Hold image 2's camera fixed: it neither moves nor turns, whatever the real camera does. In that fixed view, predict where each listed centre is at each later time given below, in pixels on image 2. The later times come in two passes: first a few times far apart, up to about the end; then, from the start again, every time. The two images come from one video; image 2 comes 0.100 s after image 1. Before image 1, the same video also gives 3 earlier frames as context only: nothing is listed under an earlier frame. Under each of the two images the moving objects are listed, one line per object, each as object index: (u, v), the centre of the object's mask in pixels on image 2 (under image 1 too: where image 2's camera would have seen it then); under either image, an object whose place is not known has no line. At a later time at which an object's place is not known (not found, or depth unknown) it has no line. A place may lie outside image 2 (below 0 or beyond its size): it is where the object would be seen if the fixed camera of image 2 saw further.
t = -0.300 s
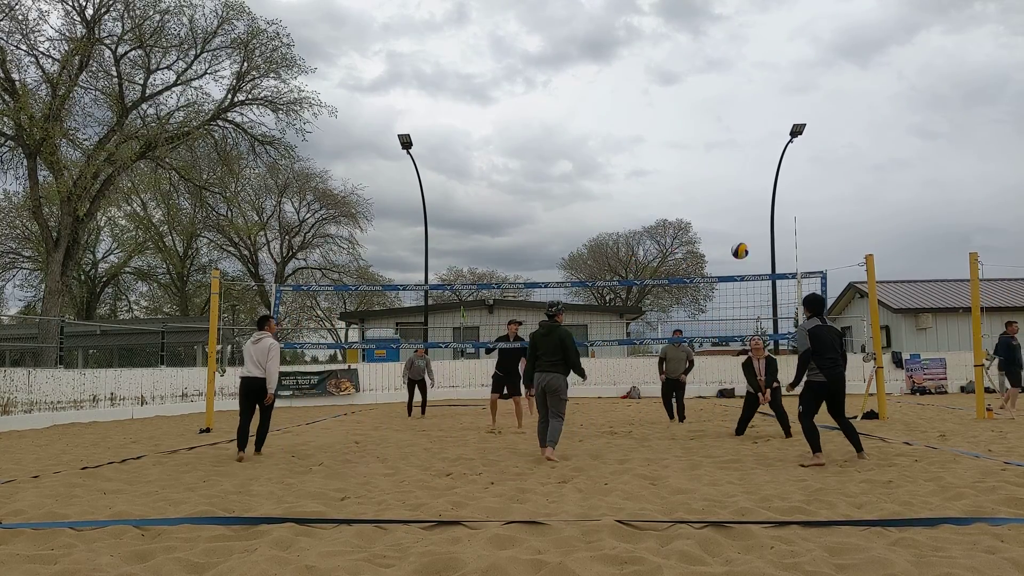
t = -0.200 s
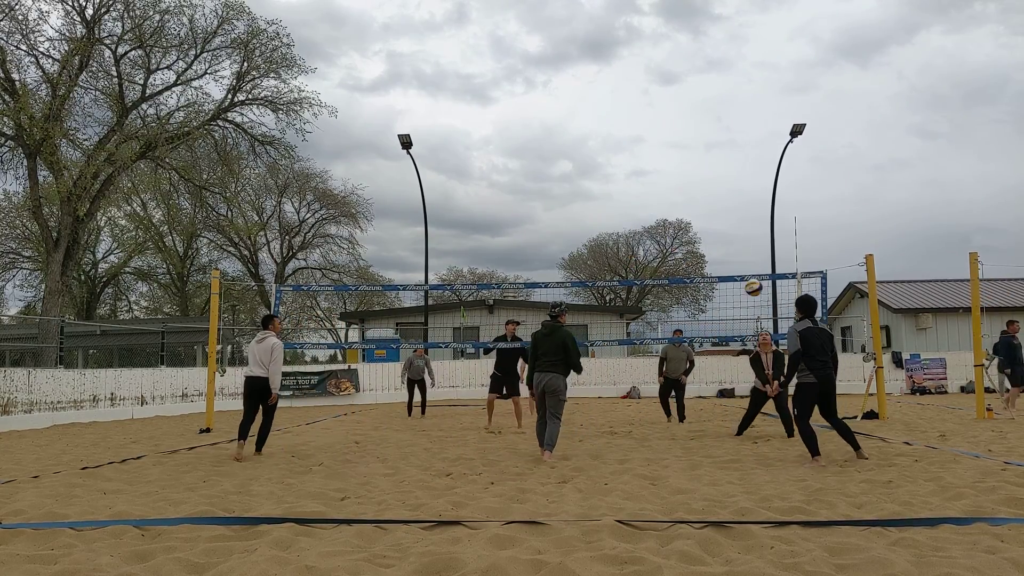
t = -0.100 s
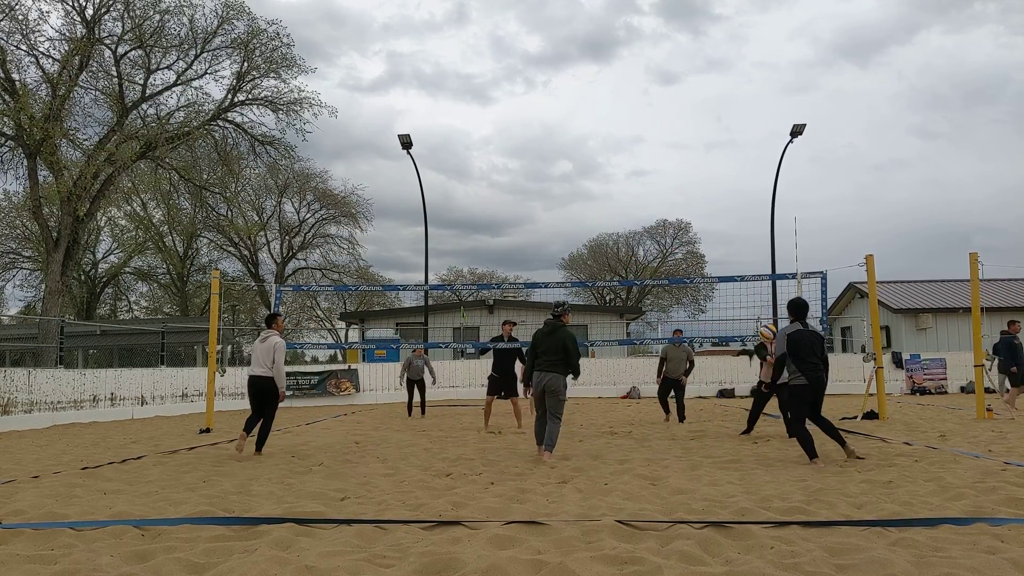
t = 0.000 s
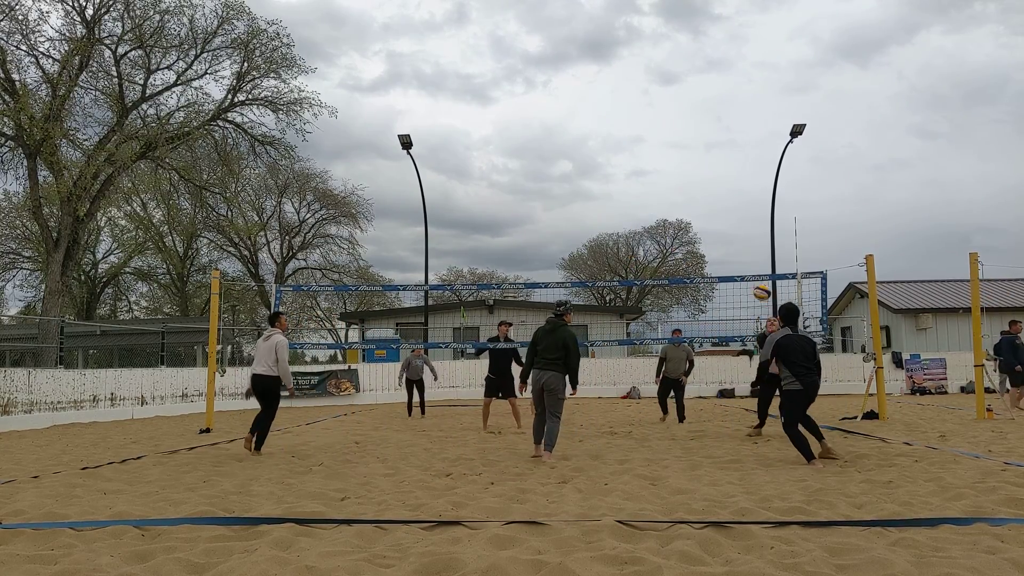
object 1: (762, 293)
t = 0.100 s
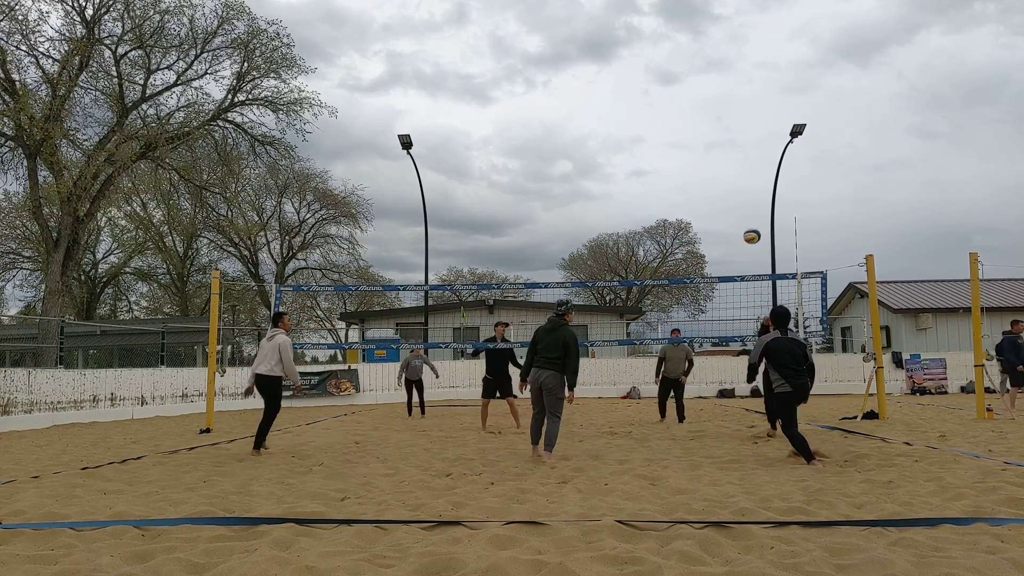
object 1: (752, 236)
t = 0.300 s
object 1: (735, 148)
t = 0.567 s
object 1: (719, 77)
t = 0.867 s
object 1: (707, 60)
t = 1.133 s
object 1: (702, 102)
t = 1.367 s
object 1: (703, 181)
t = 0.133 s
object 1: (749, 219)
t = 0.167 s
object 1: (746, 203)
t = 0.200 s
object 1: (743, 188)
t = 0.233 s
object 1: (740, 174)
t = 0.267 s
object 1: (737, 160)
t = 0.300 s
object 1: (735, 148)
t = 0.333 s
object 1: (733, 136)
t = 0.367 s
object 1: (730, 125)
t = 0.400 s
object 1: (728, 115)
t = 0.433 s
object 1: (726, 106)
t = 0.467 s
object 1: (724, 97)
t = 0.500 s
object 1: (723, 90)
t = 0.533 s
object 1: (721, 83)
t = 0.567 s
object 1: (719, 77)
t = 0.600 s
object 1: (718, 72)
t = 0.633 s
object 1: (716, 68)
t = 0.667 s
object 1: (715, 64)
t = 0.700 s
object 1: (713, 62)
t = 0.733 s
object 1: (712, 60)
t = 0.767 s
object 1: (711, 59)
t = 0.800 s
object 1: (710, 58)
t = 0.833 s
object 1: (708, 59)
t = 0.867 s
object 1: (707, 60)
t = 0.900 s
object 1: (706, 63)
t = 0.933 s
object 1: (705, 66)
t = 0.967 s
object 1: (705, 70)
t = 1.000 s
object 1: (704, 75)
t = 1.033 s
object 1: (704, 80)
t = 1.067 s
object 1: (703, 87)
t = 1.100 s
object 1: (703, 94)
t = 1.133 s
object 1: (702, 102)
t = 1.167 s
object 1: (702, 111)
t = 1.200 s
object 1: (702, 120)
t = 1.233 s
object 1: (702, 131)
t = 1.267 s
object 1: (702, 142)
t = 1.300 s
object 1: (702, 154)
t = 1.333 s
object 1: (702, 167)
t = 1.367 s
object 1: (703, 181)
